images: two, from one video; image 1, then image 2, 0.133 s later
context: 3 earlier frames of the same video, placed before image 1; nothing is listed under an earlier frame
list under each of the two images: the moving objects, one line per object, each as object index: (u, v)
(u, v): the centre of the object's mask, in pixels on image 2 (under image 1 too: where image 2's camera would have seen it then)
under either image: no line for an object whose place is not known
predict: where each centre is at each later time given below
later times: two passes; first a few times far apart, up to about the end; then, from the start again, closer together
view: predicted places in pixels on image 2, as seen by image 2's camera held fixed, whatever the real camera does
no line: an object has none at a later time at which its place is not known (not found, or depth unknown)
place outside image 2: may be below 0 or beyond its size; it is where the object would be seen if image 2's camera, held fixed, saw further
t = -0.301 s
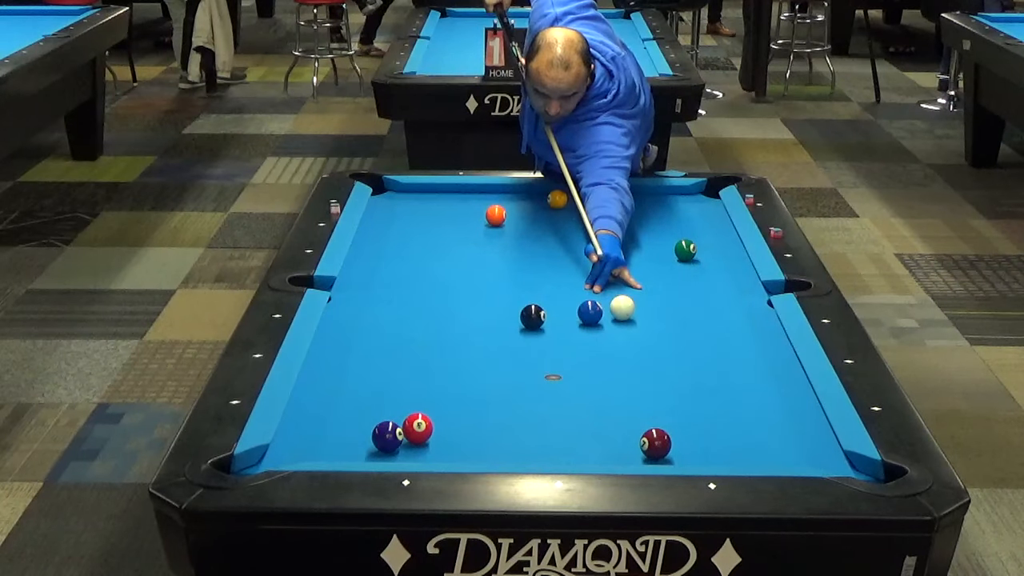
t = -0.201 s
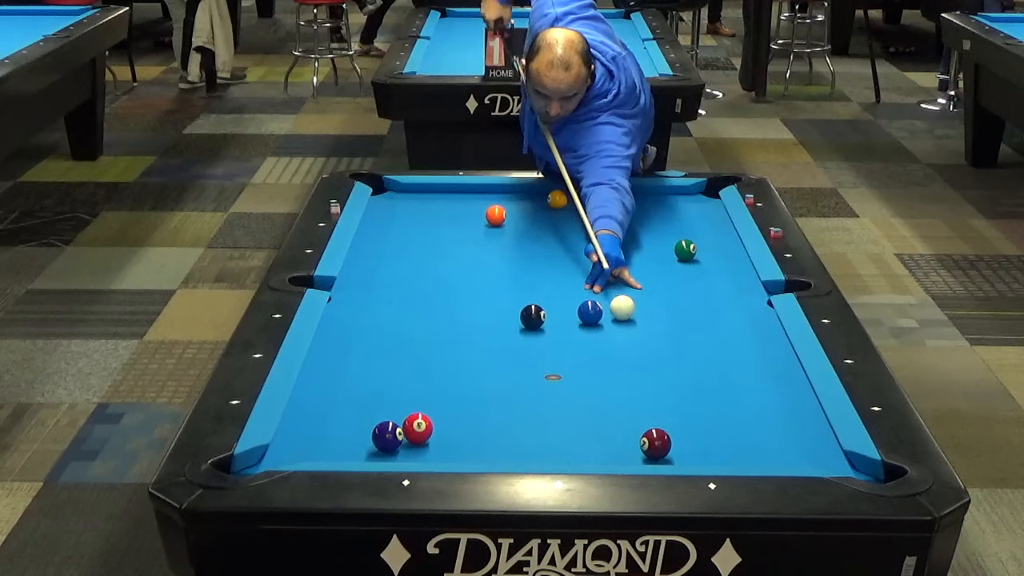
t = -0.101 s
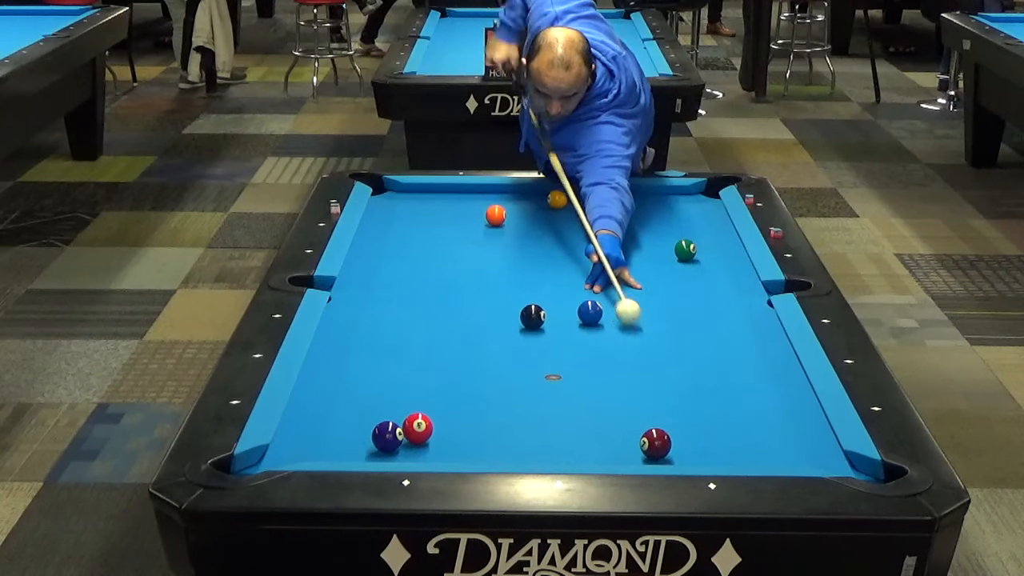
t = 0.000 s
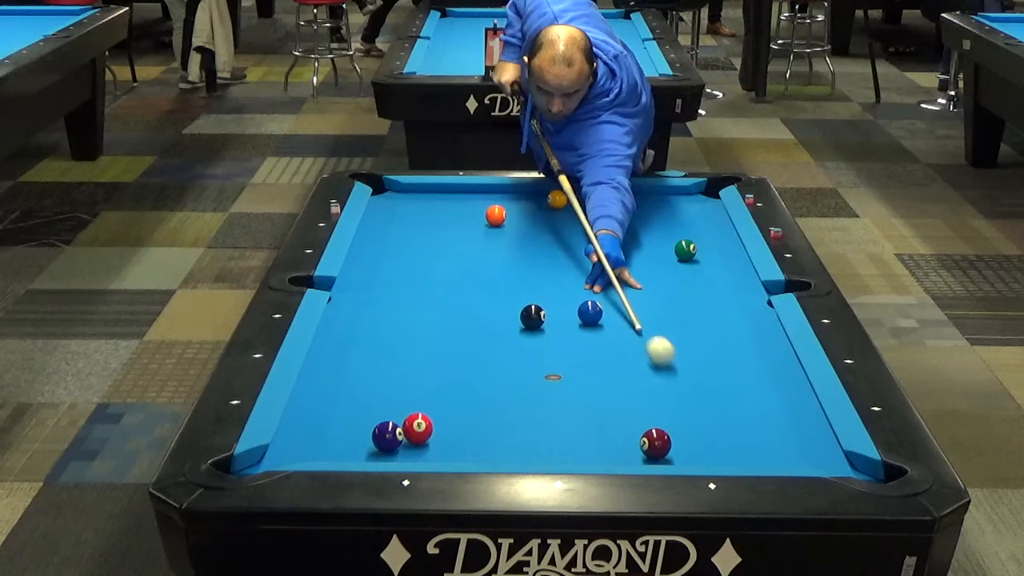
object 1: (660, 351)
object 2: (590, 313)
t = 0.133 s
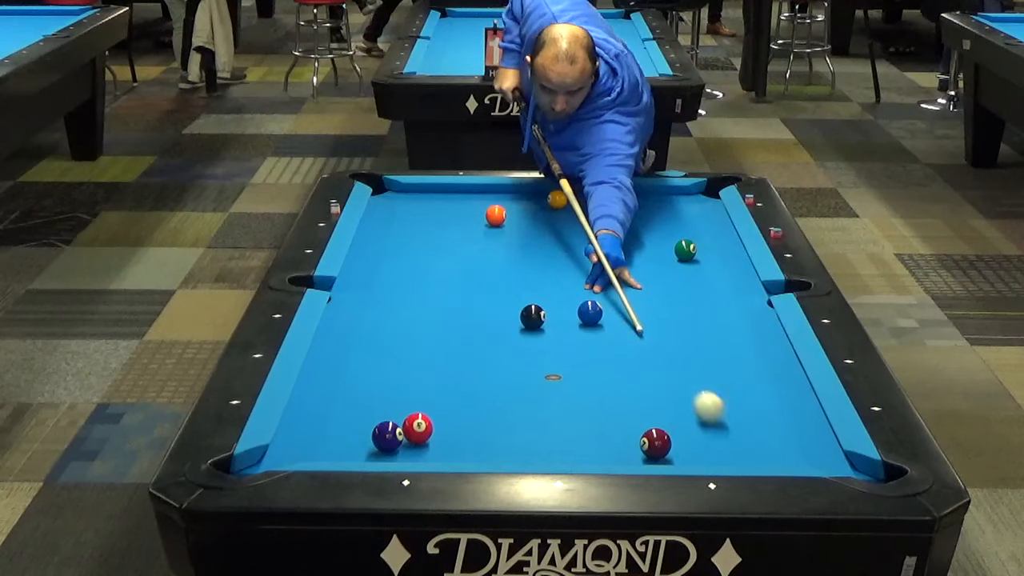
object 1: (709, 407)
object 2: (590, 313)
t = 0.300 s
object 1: (778, 452)
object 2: (590, 313)
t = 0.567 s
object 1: (758, 399)
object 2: (590, 312)
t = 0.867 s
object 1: (667, 351)
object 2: (590, 312)
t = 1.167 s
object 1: (605, 318)
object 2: (577, 306)
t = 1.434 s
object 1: (593, 311)
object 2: (540, 285)
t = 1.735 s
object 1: (580, 304)
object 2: (504, 266)
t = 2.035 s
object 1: (570, 298)
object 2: (473, 249)
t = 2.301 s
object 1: (561, 293)
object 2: (447, 236)
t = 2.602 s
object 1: (554, 289)
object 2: (421, 222)
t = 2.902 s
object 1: (547, 286)
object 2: (398, 210)
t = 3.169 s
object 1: (542, 284)
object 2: (380, 200)
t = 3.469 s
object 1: (537, 282)
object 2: (392, 192)
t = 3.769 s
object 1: (534, 281)
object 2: (403, 188)
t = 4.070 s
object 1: (534, 281)
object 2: (410, 191)
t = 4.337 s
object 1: (534, 281)
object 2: (415, 194)
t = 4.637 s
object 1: (534, 281)
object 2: (420, 196)
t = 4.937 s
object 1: (534, 281)
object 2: (424, 199)
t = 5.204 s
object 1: (534, 281)
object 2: (426, 200)
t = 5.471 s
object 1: (535, 280)
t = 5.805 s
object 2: (429, 202)
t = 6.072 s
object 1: (533, 281)
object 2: (429, 202)
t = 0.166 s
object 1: (722, 422)
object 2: (590, 313)
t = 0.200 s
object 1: (735, 436)
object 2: (590, 312)
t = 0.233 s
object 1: (749, 449)
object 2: (590, 312)
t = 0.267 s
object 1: (763, 457)
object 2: (590, 313)
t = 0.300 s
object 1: (778, 452)
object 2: (590, 313)
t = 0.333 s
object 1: (790, 446)
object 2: (590, 313)
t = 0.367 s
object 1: (803, 438)
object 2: (590, 313)
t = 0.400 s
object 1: (815, 430)
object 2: (590, 313)
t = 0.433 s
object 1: (807, 423)
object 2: (590, 313)
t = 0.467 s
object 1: (794, 417)
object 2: (590, 312)
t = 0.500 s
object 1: (781, 410)
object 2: (590, 312)
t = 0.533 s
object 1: (770, 405)
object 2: (590, 312)
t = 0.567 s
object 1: (758, 399)
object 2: (590, 312)
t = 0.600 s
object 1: (747, 392)
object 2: (590, 312)
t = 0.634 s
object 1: (736, 387)
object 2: (590, 313)
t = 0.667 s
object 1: (725, 381)
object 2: (590, 312)
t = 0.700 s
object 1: (715, 376)
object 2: (590, 313)
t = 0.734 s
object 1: (705, 371)
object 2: (590, 313)
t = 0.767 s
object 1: (695, 365)
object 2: (590, 313)
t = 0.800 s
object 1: (686, 360)
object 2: (590, 313)
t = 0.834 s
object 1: (676, 355)
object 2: (590, 312)
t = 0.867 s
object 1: (667, 351)
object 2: (590, 312)
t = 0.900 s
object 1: (658, 346)
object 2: (590, 312)
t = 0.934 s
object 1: (649, 341)
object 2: (590, 313)
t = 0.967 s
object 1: (640, 336)
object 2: (590, 312)
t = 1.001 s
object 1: (631, 332)
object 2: (590, 313)
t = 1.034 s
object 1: (623, 327)
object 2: (590, 313)
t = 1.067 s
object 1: (614, 323)
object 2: (590, 313)
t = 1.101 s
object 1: (607, 319)
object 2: (588, 312)
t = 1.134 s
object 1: (606, 319)
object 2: (583, 309)
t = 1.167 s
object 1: (605, 318)
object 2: (577, 306)
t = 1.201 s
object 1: (603, 318)
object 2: (571, 303)
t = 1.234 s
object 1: (602, 316)
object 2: (566, 300)
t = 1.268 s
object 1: (600, 316)
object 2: (561, 297)
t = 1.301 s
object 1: (599, 315)
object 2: (557, 294)
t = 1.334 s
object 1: (597, 314)
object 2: (553, 293)
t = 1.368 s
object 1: (595, 313)
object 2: (549, 291)
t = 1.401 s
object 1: (594, 312)
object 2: (544, 288)
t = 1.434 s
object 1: (593, 311)
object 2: (540, 285)
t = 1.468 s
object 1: (591, 310)
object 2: (536, 284)
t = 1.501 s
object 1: (589, 309)
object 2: (532, 281)
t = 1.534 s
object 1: (588, 309)
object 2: (528, 279)
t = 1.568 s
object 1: (587, 308)
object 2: (523, 277)
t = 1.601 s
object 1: (585, 307)
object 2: (519, 274)
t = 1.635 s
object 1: (584, 306)
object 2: (516, 273)
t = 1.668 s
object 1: (583, 305)
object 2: (512, 271)
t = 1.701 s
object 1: (581, 305)
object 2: (508, 269)
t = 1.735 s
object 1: (580, 304)
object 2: (504, 266)
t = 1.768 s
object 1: (579, 303)
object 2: (501, 264)
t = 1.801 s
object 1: (578, 302)
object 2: (497, 262)
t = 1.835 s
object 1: (576, 302)
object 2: (493, 260)
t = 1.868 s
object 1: (575, 301)
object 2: (489, 258)
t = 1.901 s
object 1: (574, 300)
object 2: (486, 256)
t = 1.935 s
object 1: (573, 300)
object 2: (482, 255)
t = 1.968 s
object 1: (572, 299)
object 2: (479, 253)
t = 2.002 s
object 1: (571, 299)
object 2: (475, 251)
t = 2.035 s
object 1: (570, 298)
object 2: (473, 249)
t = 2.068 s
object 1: (568, 297)
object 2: (469, 247)
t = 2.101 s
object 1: (567, 297)
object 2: (466, 246)
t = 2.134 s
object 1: (566, 296)
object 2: (462, 244)
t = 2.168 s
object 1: (565, 295)
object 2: (459, 242)
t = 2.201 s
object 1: (564, 295)
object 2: (456, 241)
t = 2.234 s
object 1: (563, 294)
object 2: (453, 239)
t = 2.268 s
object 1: (563, 294)
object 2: (450, 238)
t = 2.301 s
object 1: (561, 293)
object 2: (447, 236)
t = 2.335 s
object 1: (561, 293)
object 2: (444, 234)
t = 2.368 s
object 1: (560, 292)
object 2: (441, 232)
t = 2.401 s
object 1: (559, 292)
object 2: (438, 231)
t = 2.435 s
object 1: (558, 291)
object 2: (435, 229)
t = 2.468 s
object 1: (557, 291)
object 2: (432, 228)
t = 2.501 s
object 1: (556, 290)
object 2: (430, 227)
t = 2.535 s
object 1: (555, 290)
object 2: (427, 225)
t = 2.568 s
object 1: (554, 290)
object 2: (424, 224)
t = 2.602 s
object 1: (554, 289)
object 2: (421, 222)
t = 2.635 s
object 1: (553, 289)
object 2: (419, 221)
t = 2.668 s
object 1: (552, 288)
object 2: (416, 219)
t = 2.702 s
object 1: (551, 288)
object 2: (413, 218)
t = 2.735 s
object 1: (551, 288)
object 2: (411, 216)
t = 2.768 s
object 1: (550, 287)
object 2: (408, 215)
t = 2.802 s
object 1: (549, 287)
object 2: (406, 214)
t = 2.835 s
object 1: (548, 286)
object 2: (403, 212)
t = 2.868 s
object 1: (548, 286)
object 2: (401, 211)
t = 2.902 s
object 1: (547, 286)
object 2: (398, 210)
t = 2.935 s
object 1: (546, 285)
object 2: (396, 209)
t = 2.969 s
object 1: (546, 285)
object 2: (393, 207)
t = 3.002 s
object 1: (545, 285)
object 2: (391, 206)
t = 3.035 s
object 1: (545, 285)
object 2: (389, 204)
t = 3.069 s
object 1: (544, 284)
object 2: (387, 203)
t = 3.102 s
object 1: (543, 284)
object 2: (384, 202)
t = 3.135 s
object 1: (543, 284)
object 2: (382, 201)
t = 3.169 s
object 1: (542, 284)
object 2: (380, 200)
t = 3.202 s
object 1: (542, 284)
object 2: (379, 199)
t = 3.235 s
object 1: (541, 283)
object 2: (381, 198)
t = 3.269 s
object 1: (541, 283)
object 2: (383, 197)
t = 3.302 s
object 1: (540, 283)
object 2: (385, 196)
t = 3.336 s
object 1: (539, 283)
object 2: (386, 196)
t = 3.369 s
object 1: (539, 282)
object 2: (387, 195)
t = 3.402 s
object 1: (538, 282)
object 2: (389, 194)
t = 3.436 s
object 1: (538, 282)
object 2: (391, 193)
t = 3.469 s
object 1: (537, 282)
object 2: (392, 192)
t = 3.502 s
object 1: (537, 282)
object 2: (394, 191)
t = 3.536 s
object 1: (536, 282)
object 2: (395, 191)
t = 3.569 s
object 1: (536, 282)
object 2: (396, 190)
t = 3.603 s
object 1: (535, 282)
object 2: (398, 190)
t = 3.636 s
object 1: (535, 281)
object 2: (399, 189)
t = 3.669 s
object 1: (535, 281)
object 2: (401, 188)
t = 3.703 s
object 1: (535, 281)
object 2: (402, 187)
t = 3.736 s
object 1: (534, 281)
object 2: (403, 188)
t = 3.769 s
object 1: (534, 281)
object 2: (403, 188)
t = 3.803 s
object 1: (534, 281)
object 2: (405, 189)
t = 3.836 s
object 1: (534, 281)
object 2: (405, 189)
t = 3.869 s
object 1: (534, 281)
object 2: (405, 190)
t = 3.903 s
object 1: (534, 281)
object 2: (406, 190)
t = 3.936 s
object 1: (534, 281)
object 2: (407, 190)
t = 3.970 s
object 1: (534, 281)
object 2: (408, 191)
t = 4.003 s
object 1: (534, 281)
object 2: (409, 191)
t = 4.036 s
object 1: (534, 281)
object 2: (409, 191)
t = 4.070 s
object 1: (534, 281)
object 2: (410, 191)
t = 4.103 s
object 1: (534, 281)
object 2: (411, 192)
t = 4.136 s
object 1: (534, 281)
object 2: (412, 192)
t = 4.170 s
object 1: (534, 281)
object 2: (412, 192)
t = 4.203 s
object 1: (534, 281)
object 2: (413, 193)
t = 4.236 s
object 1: (534, 281)
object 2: (413, 193)
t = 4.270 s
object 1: (534, 281)
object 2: (414, 194)
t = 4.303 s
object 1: (534, 281)
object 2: (414, 194)
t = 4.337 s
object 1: (534, 281)
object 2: (415, 194)
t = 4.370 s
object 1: (534, 281)
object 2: (415, 194)
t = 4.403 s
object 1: (534, 281)
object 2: (416, 194)
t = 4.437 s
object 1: (534, 281)
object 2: (417, 195)
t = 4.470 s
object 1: (534, 281)
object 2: (417, 195)
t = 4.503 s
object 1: (534, 281)
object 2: (418, 195)
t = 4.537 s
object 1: (534, 281)
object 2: (418, 195)
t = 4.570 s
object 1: (534, 281)
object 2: (419, 195)
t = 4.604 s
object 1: (534, 281)
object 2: (419, 196)
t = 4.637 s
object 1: (534, 281)
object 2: (420, 196)
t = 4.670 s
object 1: (534, 281)
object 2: (420, 196)
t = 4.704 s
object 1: (534, 281)
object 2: (421, 196)
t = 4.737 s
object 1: (534, 281)
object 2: (421, 197)
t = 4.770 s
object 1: (534, 281)
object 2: (422, 197)
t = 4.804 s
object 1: (534, 281)
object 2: (422, 197)
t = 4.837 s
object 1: (534, 281)
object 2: (422, 197)
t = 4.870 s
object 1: (534, 281)
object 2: (423, 198)
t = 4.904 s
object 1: (534, 281)
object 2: (423, 198)
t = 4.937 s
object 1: (534, 281)
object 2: (424, 199)
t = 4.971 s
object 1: (534, 281)
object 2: (424, 199)
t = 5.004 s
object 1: (534, 281)
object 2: (424, 199)
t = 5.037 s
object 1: (534, 281)
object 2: (425, 199)
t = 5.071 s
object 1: (534, 281)
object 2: (425, 200)
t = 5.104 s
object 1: (534, 281)
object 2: (425, 200)
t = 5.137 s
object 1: (534, 281)
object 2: (425, 200)
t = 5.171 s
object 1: (534, 281)
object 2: (426, 200)
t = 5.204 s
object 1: (534, 281)
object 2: (426, 200)
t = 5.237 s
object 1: (534, 281)
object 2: (426, 200)
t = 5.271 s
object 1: (534, 281)
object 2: (427, 200)
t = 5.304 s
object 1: (534, 281)
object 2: (427, 201)
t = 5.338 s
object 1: (534, 281)
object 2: (427, 201)
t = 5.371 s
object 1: (533, 281)
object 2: (428, 201)
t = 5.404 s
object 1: (533, 281)
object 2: (430, 203)
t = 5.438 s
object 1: (533, 281)
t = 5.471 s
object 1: (535, 280)
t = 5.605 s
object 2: (426, 198)
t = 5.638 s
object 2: (429, 201)
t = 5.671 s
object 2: (429, 202)
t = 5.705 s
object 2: (429, 201)
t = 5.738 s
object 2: (429, 202)
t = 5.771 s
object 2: (429, 202)
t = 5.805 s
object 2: (429, 202)
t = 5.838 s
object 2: (429, 202)
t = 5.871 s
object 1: (534, 281)
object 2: (429, 202)
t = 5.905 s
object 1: (534, 281)
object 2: (429, 202)
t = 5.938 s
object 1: (534, 281)
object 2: (429, 201)
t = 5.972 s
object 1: (534, 281)
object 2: (429, 202)
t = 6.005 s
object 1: (534, 281)
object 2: (429, 202)
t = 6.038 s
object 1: (534, 281)
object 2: (429, 202)
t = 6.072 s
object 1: (533, 281)
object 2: (429, 202)
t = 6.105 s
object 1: (534, 281)
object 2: (429, 202)
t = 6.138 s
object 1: (533, 281)
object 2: (429, 202)
